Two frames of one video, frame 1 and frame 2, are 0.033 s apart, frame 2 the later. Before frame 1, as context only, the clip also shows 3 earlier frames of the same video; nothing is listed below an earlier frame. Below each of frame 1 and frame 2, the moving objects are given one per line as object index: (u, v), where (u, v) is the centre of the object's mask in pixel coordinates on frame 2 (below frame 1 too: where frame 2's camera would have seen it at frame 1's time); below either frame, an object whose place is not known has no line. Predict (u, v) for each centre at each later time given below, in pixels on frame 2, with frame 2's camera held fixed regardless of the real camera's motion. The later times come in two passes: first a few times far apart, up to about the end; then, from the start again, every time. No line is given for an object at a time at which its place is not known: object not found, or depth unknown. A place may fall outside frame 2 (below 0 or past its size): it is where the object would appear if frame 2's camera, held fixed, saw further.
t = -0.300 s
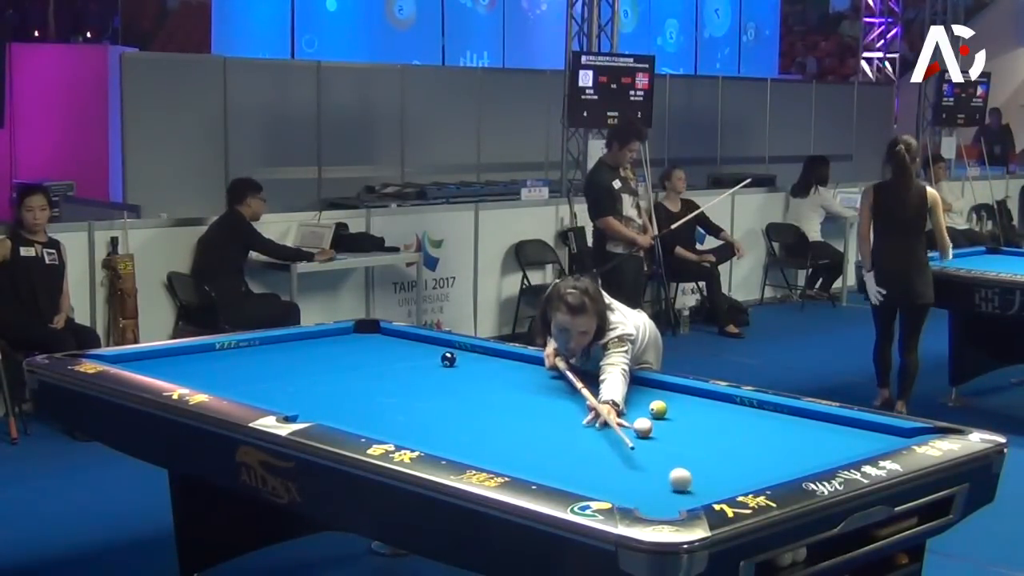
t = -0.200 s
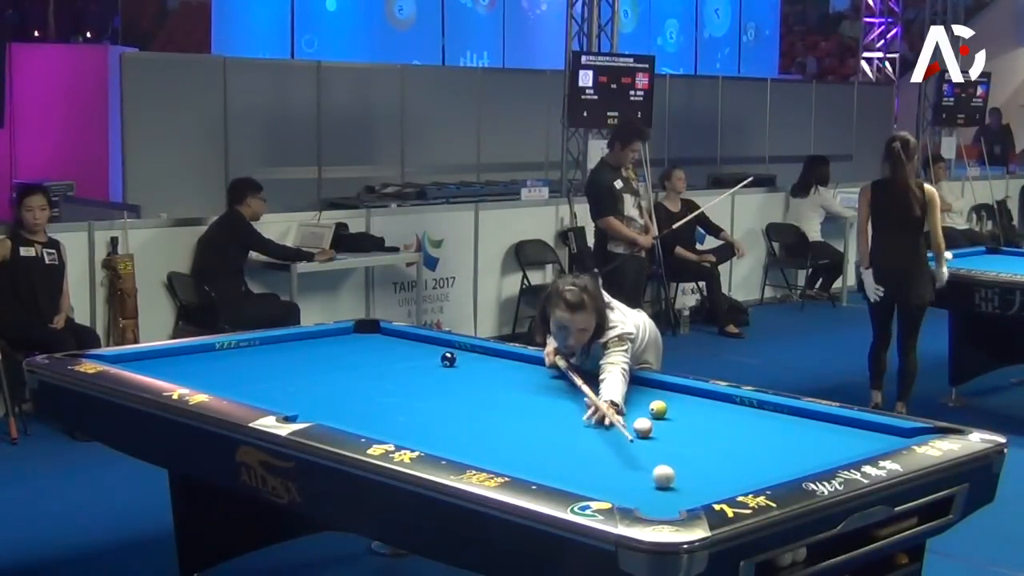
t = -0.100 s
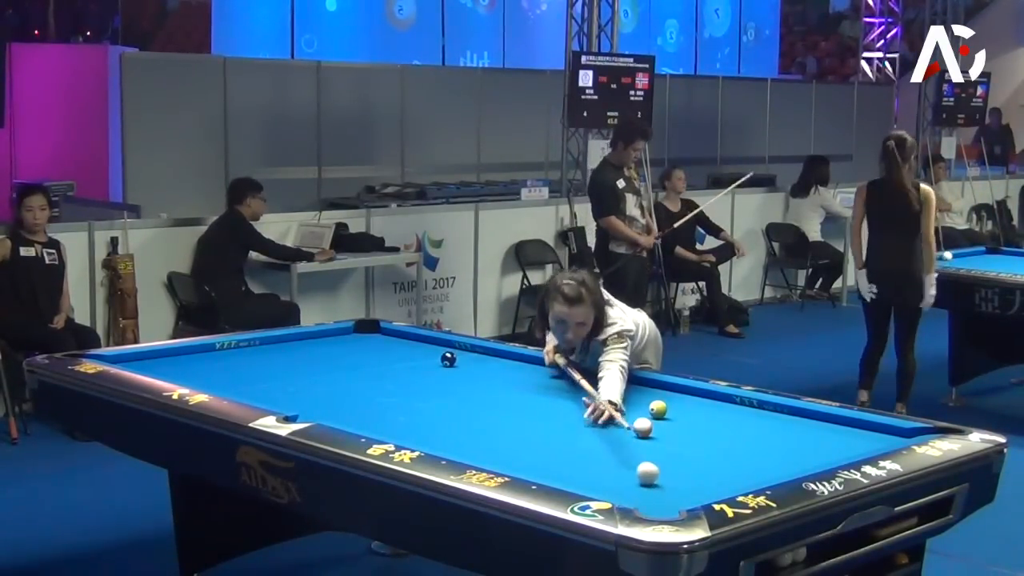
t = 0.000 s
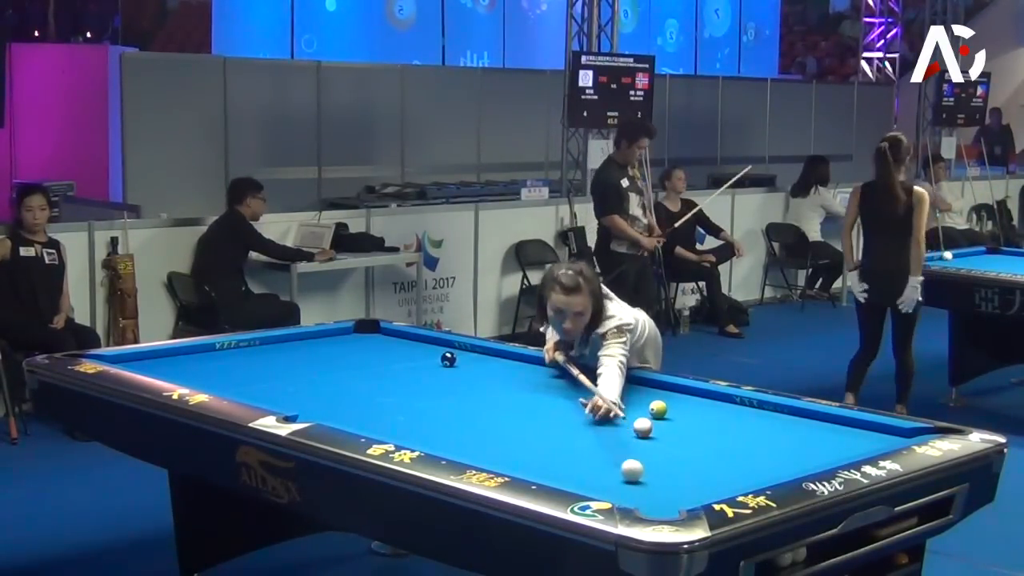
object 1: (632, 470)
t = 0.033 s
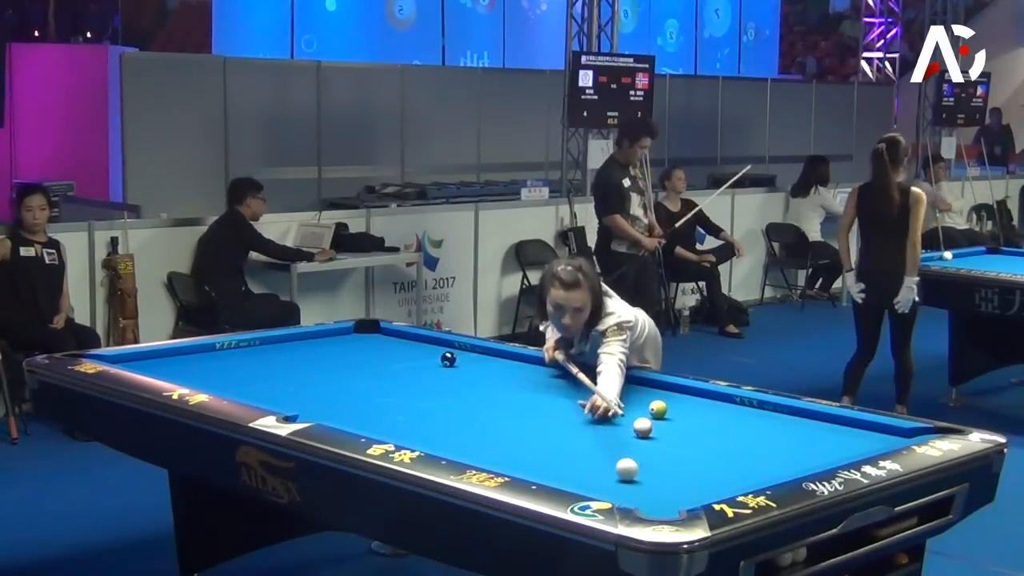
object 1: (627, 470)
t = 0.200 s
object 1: (602, 465)
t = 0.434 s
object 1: (571, 459)
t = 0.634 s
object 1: (546, 454)
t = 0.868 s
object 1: (519, 449)
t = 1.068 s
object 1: (497, 445)
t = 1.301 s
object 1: (474, 441)
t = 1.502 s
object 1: (456, 437)
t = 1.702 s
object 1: (439, 434)
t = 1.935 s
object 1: (421, 431)
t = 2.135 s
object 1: (407, 428)
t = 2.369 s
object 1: (392, 425)
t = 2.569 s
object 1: (381, 422)
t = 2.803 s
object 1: (369, 420)
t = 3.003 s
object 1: (360, 418)
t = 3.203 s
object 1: (351, 416)
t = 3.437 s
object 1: (343, 414)
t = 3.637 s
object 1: (336, 413)
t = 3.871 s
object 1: (330, 412)
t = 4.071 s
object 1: (325, 411)
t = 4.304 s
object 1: (321, 410)
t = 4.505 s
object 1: (317, 410)
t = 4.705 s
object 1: (316, 410)
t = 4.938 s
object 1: (314, 410)
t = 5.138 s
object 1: (314, 410)
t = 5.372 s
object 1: (314, 410)
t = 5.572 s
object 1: (314, 410)
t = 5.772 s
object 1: (314, 410)
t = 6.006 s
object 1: (314, 410)
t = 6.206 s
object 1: (314, 410)
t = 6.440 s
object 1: (314, 410)
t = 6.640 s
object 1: (314, 410)
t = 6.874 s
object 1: (314, 410)
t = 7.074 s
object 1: (314, 410)
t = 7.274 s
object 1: (314, 410)
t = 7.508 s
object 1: (314, 410)
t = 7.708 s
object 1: (314, 410)
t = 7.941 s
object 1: (314, 410)
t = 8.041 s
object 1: (314, 410)
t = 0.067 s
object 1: (622, 469)
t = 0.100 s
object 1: (617, 468)
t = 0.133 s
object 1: (612, 467)
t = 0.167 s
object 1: (607, 466)
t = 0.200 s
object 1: (602, 465)
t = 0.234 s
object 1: (598, 464)
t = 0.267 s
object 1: (593, 463)
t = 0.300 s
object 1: (588, 462)
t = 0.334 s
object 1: (584, 462)
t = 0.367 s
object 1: (580, 461)
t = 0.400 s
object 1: (575, 460)
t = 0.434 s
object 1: (571, 459)
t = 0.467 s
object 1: (566, 458)
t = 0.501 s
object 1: (562, 457)
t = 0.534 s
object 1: (558, 457)
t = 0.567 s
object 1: (554, 456)
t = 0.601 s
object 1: (550, 455)
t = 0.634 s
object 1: (546, 454)
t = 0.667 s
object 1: (542, 454)
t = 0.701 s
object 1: (538, 453)
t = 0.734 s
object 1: (534, 452)
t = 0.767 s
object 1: (530, 452)
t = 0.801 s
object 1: (526, 451)
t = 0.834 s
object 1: (522, 450)
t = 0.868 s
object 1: (519, 449)
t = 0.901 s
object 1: (515, 448)
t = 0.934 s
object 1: (511, 448)
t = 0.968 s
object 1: (507, 447)
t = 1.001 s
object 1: (504, 447)
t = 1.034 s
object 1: (501, 446)
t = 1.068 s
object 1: (497, 445)
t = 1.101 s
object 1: (493, 445)
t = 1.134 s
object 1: (490, 444)
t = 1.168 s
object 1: (487, 443)
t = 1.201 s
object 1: (484, 443)
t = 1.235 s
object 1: (481, 442)
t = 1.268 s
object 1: (477, 441)
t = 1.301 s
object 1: (474, 441)
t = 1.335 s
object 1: (471, 440)
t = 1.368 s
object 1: (468, 440)
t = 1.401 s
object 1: (465, 439)
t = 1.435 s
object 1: (462, 438)
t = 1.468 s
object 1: (459, 438)
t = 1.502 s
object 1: (456, 437)
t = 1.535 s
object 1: (453, 437)
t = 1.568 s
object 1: (450, 436)
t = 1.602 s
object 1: (447, 436)
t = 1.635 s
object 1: (444, 435)
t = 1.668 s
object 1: (442, 435)
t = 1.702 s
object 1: (439, 434)
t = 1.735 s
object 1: (437, 434)
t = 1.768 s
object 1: (434, 433)
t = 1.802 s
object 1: (431, 433)
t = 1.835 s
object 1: (429, 432)
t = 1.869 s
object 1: (426, 431)
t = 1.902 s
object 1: (424, 431)
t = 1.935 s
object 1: (421, 431)
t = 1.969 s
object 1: (419, 430)
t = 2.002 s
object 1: (416, 430)
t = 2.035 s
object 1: (414, 429)
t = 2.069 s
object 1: (412, 429)
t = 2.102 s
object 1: (410, 428)
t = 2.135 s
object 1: (407, 428)
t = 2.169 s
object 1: (405, 428)
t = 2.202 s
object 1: (403, 427)
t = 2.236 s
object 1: (401, 427)
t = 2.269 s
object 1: (399, 426)
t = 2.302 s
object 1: (397, 426)
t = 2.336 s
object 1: (395, 426)
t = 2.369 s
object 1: (392, 425)
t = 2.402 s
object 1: (390, 425)
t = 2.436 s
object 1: (388, 424)
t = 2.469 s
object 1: (386, 424)
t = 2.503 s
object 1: (385, 423)
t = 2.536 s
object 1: (383, 423)
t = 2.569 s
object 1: (381, 422)
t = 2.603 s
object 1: (379, 422)
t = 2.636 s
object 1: (377, 422)
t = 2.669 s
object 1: (375, 421)
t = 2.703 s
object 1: (374, 421)
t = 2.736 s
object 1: (372, 421)
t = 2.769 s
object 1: (371, 420)
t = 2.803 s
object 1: (369, 420)
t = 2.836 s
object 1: (367, 420)
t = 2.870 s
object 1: (366, 420)
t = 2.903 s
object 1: (364, 419)
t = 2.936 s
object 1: (363, 419)
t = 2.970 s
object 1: (361, 419)
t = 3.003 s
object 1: (360, 418)
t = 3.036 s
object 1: (358, 418)
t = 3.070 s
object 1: (357, 418)
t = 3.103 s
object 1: (356, 417)
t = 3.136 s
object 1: (354, 417)
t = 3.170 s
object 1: (352, 416)
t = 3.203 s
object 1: (351, 416)
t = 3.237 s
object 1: (350, 416)
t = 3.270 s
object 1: (348, 416)
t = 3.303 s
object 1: (347, 415)
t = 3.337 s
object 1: (346, 415)
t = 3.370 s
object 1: (345, 415)
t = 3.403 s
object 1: (344, 415)
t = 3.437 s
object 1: (343, 414)
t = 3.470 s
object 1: (342, 414)
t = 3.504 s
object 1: (340, 414)
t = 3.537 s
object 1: (339, 414)
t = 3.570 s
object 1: (338, 414)
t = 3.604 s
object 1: (337, 413)
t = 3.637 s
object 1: (336, 413)
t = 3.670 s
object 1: (335, 413)
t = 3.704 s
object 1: (335, 413)
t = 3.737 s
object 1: (333, 413)
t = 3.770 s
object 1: (333, 412)
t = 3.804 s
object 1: (332, 412)
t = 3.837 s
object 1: (331, 412)
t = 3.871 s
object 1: (330, 412)
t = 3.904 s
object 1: (329, 412)
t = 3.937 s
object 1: (328, 412)
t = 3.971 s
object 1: (327, 411)
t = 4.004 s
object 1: (326, 411)
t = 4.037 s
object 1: (326, 411)
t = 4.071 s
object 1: (325, 411)
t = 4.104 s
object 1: (324, 411)
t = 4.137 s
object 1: (324, 411)
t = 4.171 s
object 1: (323, 410)
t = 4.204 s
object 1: (322, 410)
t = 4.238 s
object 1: (322, 410)
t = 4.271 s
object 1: (321, 410)
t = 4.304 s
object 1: (321, 410)
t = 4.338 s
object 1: (320, 410)
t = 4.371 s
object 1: (320, 410)
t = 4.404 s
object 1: (319, 410)
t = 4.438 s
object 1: (318, 410)
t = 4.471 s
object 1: (318, 410)
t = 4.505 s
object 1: (317, 410)
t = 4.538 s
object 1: (317, 410)
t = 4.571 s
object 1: (317, 410)
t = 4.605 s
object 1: (316, 410)
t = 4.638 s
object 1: (316, 410)
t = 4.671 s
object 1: (316, 410)
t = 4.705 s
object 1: (316, 410)
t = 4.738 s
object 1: (315, 410)
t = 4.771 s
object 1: (315, 410)
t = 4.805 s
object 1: (315, 410)
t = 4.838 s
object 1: (315, 410)
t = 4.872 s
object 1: (314, 410)
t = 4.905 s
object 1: (314, 410)
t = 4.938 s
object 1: (314, 410)
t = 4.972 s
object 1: (314, 410)
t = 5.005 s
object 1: (314, 410)
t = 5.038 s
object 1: (314, 410)
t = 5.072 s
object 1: (314, 410)
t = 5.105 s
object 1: (314, 410)
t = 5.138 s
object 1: (314, 410)
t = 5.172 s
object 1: (314, 410)
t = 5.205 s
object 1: (314, 410)
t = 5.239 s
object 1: (314, 410)
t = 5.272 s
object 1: (314, 410)
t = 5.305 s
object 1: (314, 410)
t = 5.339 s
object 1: (314, 410)
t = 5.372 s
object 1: (314, 410)
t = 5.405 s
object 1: (314, 410)
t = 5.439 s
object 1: (314, 410)
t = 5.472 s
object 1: (314, 410)
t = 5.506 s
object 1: (314, 410)
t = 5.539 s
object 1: (314, 410)
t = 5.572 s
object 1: (314, 410)
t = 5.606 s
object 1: (314, 410)
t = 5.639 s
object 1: (314, 410)
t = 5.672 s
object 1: (314, 410)
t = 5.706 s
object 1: (314, 410)
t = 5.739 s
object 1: (314, 410)
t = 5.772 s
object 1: (314, 410)
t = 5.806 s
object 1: (314, 410)
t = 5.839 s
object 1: (314, 410)
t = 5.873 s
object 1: (314, 410)
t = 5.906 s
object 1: (314, 410)
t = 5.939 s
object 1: (314, 410)
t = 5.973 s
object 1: (314, 410)
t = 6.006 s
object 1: (314, 410)
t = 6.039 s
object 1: (314, 410)
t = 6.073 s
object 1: (314, 410)
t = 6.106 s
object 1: (314, 410)
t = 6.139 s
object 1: (314, 410)
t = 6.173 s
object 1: (314, 410)
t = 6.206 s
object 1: (314, 410)
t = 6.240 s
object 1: (314, 410)
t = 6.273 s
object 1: (314, 410)
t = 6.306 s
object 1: (314, 410)
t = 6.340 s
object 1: (314, 410)
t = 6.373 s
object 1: (314, 410)
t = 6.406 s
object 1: (314, 410)
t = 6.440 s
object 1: (314, 410)
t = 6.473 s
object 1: (314, 410)
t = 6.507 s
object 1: (314, 410)
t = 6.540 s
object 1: (314, 410)
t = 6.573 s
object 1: (314, 410)
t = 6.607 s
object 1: (314, 410)
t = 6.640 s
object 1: (314, 410)
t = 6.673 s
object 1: (314, 410)
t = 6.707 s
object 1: (314, 410)
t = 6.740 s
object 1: (314, 410)
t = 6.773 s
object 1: (314, 410)
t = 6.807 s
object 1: (314, 410)
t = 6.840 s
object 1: (314, 410)
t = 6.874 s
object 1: (314, 410)
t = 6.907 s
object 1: (314, 410)
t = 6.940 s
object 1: (314, 410)
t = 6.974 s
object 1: (314, 410)
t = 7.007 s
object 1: (314, 410)
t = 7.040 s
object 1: (314, 410)
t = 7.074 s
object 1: (314, 410)
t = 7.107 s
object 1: (314, 410)
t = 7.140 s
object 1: (314, 410)
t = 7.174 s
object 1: (314, 410)
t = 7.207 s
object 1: (314, 410)
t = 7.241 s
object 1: (314, 410)
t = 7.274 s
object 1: (314, 410)
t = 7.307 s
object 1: (314, 410)
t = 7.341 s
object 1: (314, 410)
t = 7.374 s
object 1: (314, 410)
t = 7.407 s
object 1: (314, 410)
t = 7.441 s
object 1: (314, 410)
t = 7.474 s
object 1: (314, 410)
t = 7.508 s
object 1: (314, 410)
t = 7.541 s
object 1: (314, 410)
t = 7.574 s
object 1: (314, 410)
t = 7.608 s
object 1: (314, 410)
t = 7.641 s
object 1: (314, 410)
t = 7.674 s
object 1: (314, 410)
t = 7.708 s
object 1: (314, 410)
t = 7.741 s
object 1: (314, 410)
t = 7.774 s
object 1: (314, 410)
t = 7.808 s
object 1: (314, 410)
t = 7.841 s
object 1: (314, 410)
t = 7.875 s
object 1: (314, 410)
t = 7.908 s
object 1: (314, 410)
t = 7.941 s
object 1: (314, 410)
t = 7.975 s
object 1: (314, 410)
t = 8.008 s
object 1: (314, 410)
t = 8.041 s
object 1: (314, 410)
